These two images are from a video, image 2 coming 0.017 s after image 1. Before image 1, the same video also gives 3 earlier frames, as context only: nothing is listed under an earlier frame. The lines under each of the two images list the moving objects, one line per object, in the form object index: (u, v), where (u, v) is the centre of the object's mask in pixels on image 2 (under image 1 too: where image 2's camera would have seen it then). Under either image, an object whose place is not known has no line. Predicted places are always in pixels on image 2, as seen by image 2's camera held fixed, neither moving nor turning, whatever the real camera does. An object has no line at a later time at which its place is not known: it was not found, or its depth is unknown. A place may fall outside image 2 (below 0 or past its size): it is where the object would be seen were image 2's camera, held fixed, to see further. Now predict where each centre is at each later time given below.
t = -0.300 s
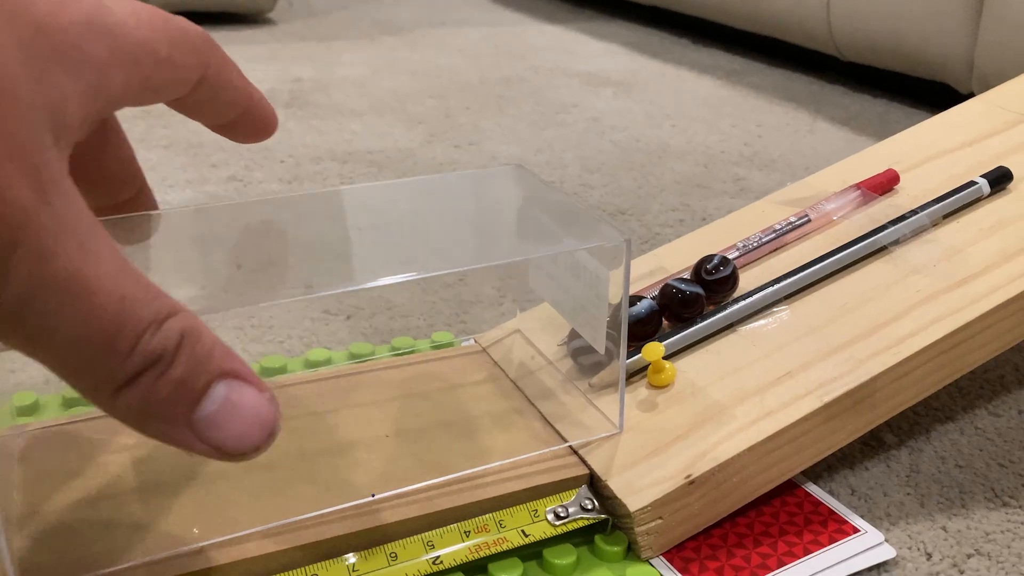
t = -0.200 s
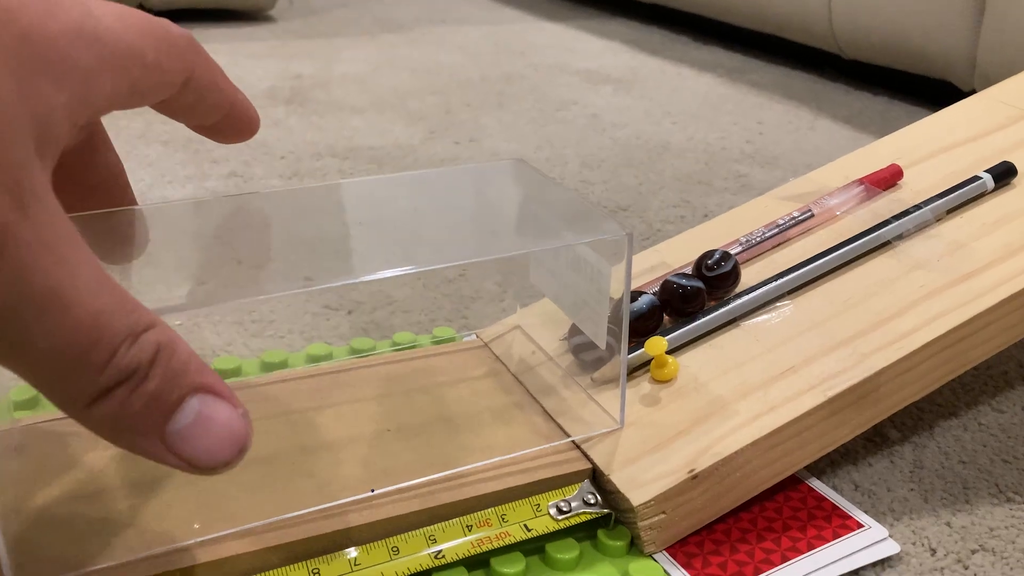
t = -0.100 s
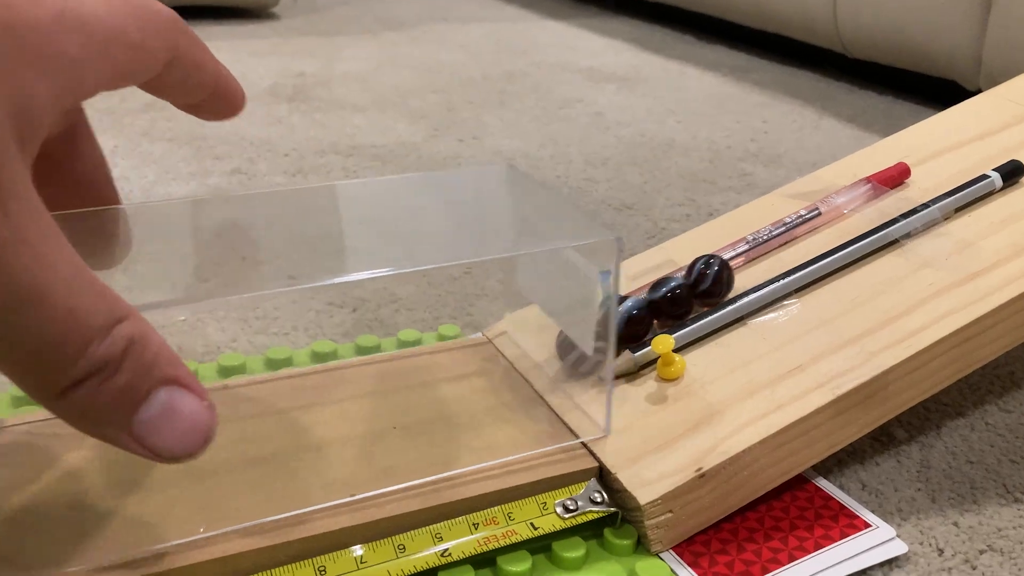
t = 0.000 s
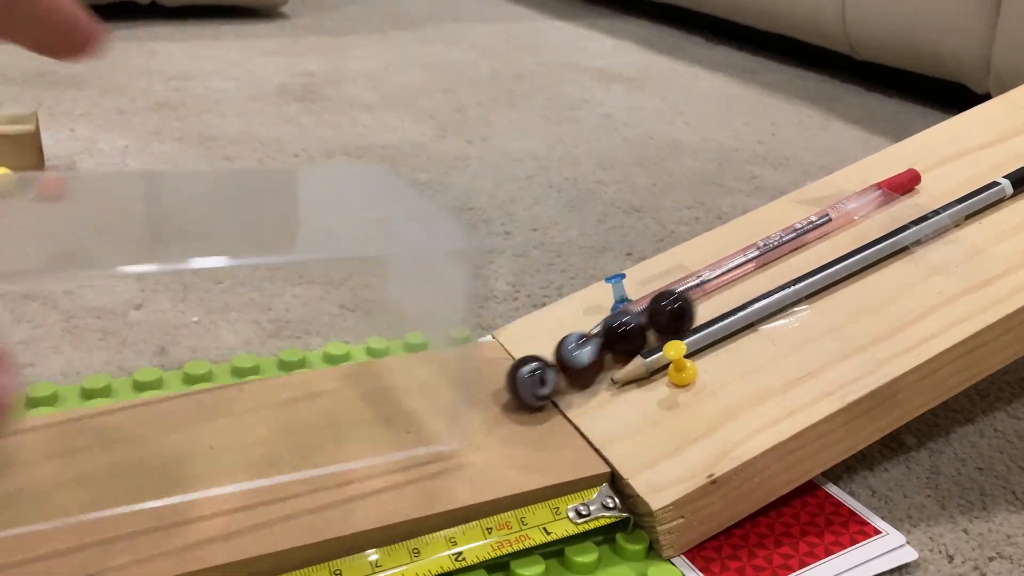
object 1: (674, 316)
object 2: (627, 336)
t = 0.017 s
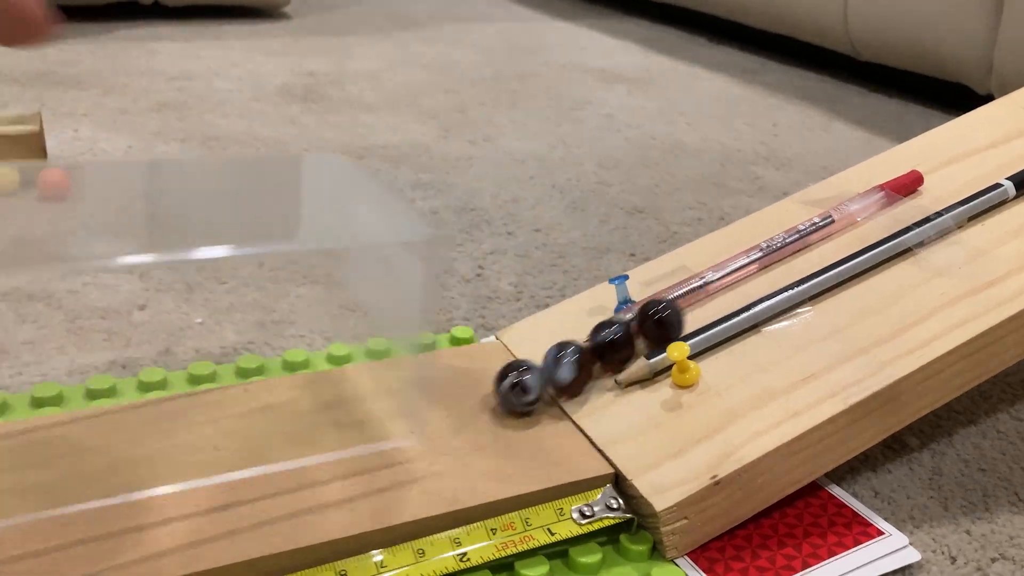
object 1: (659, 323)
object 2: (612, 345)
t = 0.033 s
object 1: (643, 330)
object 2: (595, 354)
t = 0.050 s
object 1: (626, 339)
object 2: (581, 361)
